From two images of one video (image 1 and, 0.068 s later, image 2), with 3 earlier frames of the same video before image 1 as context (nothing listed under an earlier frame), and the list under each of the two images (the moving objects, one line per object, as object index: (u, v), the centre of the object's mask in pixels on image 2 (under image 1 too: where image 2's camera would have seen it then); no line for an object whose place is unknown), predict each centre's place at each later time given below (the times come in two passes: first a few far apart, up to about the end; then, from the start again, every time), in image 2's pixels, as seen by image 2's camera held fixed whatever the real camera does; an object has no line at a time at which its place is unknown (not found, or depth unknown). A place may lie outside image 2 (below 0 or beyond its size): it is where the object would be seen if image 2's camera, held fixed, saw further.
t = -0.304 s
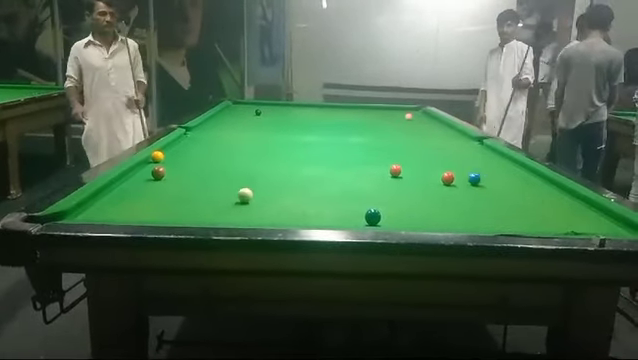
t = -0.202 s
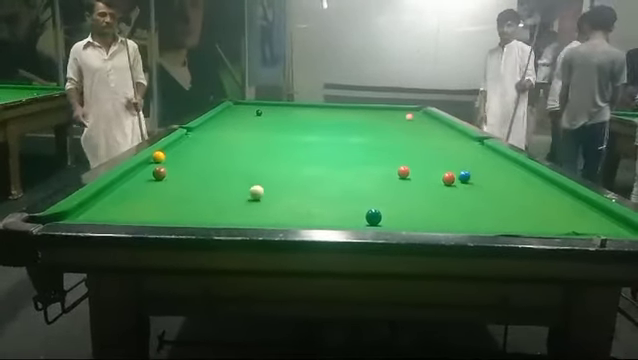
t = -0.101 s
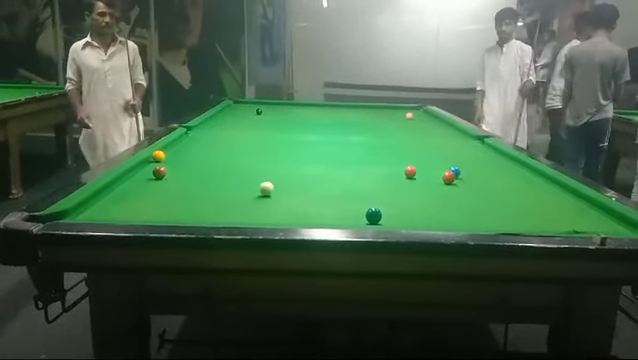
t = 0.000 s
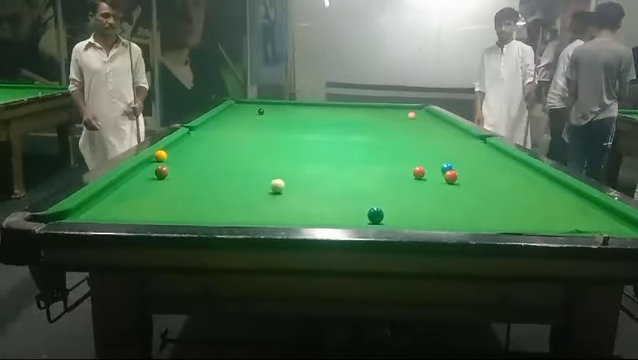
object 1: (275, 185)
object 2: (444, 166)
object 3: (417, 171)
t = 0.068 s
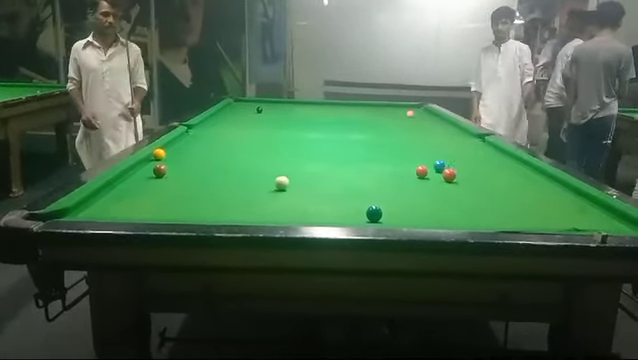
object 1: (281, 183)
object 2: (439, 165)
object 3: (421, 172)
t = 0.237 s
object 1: (295, 179)
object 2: (424, 162)
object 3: (432, 173)
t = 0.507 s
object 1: (313, 174)
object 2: (405, 157)
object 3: (438, 174)
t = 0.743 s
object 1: (328, 171)
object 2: (390, 152)
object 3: (438, 175)
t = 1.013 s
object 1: (342, 167)
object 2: (376, 148)
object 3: (439, 175)
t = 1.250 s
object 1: (353, 164)
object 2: (365, 146)
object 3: (439, 175)
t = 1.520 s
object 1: (364, 161)
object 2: (353, 142)
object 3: (439, 175)
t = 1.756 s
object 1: (373, 159)
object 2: (344, 140)
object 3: (438, 175)
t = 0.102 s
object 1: (284, 183)
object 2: (436, 165)
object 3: (423, 172)
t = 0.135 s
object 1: (287, 182)
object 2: (433, 164)
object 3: (425, 172)
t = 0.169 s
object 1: (289, 181)
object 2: (431, 163)
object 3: (427, 173)
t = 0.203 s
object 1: (292, 180)
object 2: (427, 163)
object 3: (430, 173)
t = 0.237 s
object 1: (295, 179)
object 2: (424, 162)
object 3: (432, 173)
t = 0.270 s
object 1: (297, 179)
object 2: (422, 161)
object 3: (434, 173)
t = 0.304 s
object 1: (300, 178)
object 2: (419, 160)
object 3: (435, 174)
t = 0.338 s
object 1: (302, 177)
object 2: (417, 160)
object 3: (436, 174)
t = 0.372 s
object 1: (304, 177)
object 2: (414, 159)
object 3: (436, 174)
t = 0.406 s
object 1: (306, 176)
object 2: (412, 159)
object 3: (437, 174)
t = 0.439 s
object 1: (309, 175)
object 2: (410, 158)
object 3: (437, 174)
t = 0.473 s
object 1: (311, 175)
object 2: (408, 157)
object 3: (438, 174)
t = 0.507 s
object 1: (313, 174)
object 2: (405, 157)
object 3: (438, 174)
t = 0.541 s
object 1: (316, 174)
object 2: (403, 156)
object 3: (438, 175)
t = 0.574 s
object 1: (318, 173)
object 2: (401, 155)
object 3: (439, 175)
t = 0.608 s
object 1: (319, 173)
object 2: (399, 155)
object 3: (438, 174)
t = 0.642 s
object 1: (322, 172)
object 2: (396, 154)
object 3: (438, 175)
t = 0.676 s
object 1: (324, 172)
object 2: (394, 154)
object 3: (438, 175)
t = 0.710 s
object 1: (326, 171)
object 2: (392, 153)
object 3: (438, 175)
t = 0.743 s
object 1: (328, 171)
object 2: (390, 152)
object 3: (438, 175)
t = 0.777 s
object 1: (330, 170)
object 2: (388, 152)
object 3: (438, 175)
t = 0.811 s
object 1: (332, 170)
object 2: (387, 152)
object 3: (439, 175)
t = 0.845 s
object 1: (333, 169)
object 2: (385, 151)
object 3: (438, 175)
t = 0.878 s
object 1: (335, 169)
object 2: (383, 151)
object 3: (438, 175)
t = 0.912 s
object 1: (337, 168)
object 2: (381, 150)
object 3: (438, 175)
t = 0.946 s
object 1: (339, 168)
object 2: (379, 149)
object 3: (438, 175)
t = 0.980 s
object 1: (340, 167)
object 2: (377, 149)
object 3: (438, 175)
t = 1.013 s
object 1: (342, 167)
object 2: (376, 148)
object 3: (439, 175)
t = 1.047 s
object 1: (344, 166)
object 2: (374, 148)
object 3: (438, 175)
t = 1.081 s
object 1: (345, 166)
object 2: (373, 148)
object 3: (438, 175)
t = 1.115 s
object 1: (347, 166)
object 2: (371, 147)
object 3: (438, 175)
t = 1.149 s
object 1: (348, 165)
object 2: (369, 147)
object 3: (438, 175)
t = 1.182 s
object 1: (350, 165)
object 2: (367, 146)
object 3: (439, 175)
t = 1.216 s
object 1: (352, 164)
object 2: (366, 146)
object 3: (439, 175)
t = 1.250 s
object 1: (353, 164)
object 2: (365, 146)
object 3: (439, 175)
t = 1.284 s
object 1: (355, 164)
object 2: (363, 145)
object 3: (438, 175)
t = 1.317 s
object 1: (356, 163)
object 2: (361, 144)
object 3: (438, 175)
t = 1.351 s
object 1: (358, 163)
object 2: (360, 144)
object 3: (439, 175)
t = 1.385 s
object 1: (359, 163)
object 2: (359, 144)
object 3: (439, 175)
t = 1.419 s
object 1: (361, 162)
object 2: (357, 143)
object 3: (439, 175)
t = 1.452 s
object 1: (362, 162)
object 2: (356, 143)
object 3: (439, 175)
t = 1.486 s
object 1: (363, 162)
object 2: (354, 143)
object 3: (439, 175)
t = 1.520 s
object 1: (364, 161)
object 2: (353, 142)
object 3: (439, 175)
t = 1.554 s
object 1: (366, 161)
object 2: (352, 142)
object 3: (439, 175)
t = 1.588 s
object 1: (367, 161)
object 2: (351, 142)
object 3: (439, 175)
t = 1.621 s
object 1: (368, 160)
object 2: (350, 141)
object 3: (439, 175)
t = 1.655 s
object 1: (370, 160)
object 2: (348, 141)
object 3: (439, 175)
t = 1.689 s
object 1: (371, 160)
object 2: (347, 140)
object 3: (438, 175)
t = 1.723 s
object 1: (372, 159)
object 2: (345, 140)
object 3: (438, 175)
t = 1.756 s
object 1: (373, 159)
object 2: (344, 140)
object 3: (438, 175)
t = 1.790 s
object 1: (374, 159)
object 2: (343, 139)
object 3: (439, 175)
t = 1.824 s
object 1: (375, 158)
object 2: (342, 139)
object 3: (439, 175)
